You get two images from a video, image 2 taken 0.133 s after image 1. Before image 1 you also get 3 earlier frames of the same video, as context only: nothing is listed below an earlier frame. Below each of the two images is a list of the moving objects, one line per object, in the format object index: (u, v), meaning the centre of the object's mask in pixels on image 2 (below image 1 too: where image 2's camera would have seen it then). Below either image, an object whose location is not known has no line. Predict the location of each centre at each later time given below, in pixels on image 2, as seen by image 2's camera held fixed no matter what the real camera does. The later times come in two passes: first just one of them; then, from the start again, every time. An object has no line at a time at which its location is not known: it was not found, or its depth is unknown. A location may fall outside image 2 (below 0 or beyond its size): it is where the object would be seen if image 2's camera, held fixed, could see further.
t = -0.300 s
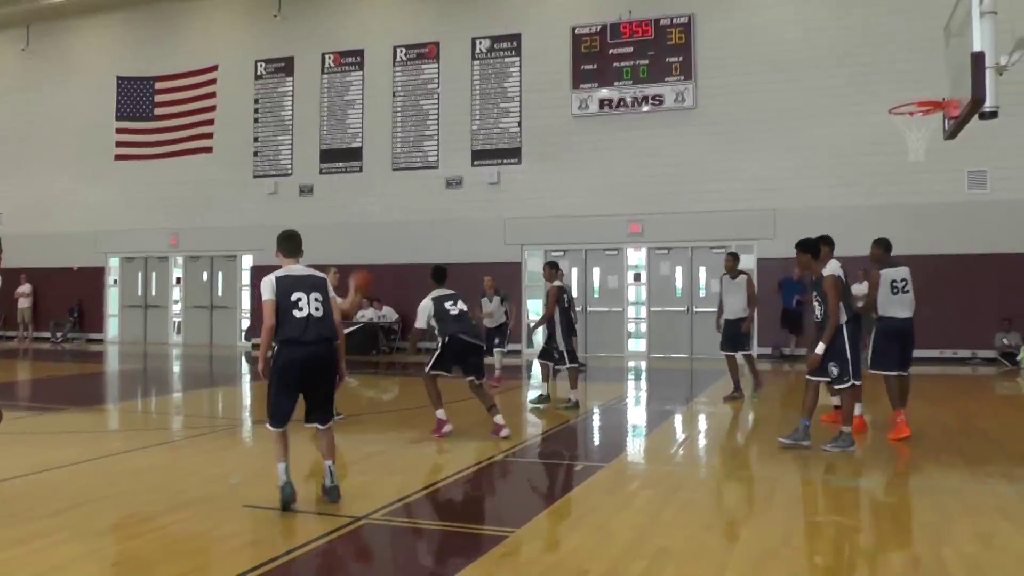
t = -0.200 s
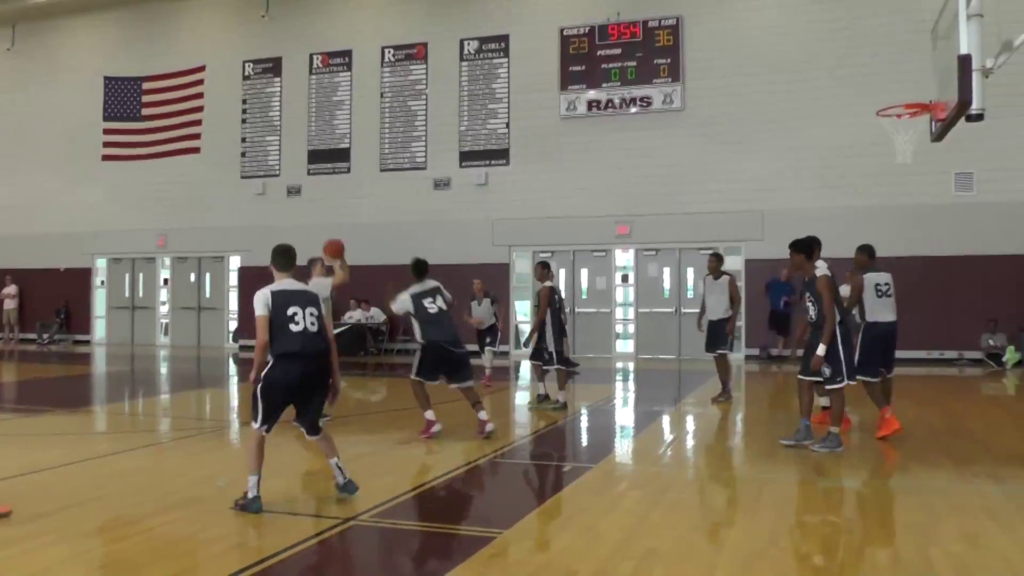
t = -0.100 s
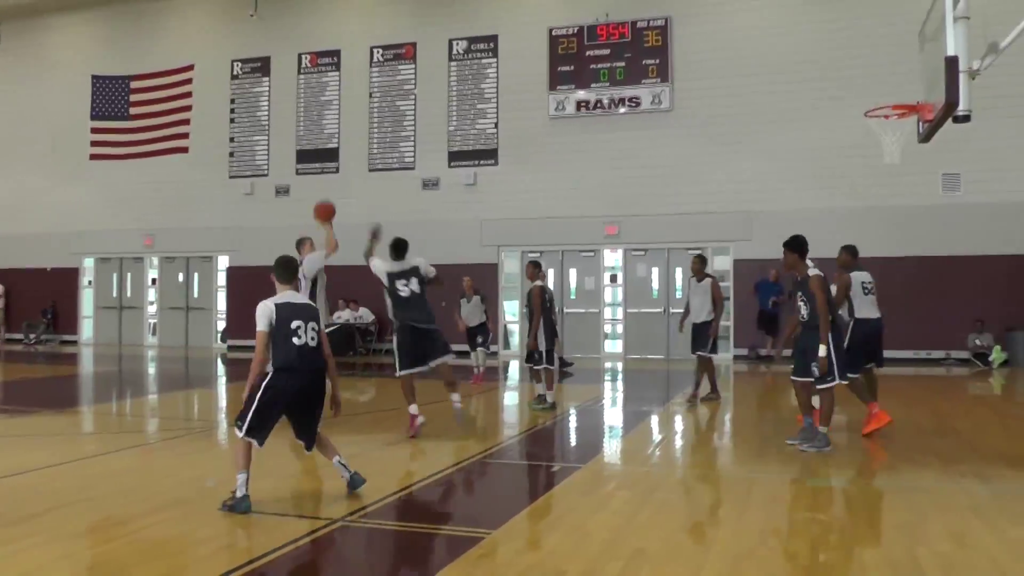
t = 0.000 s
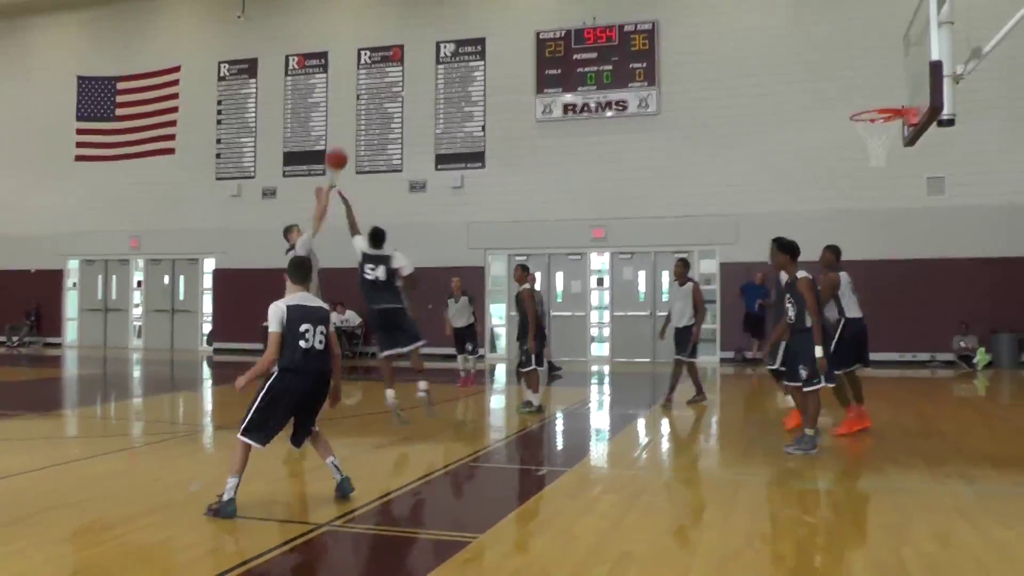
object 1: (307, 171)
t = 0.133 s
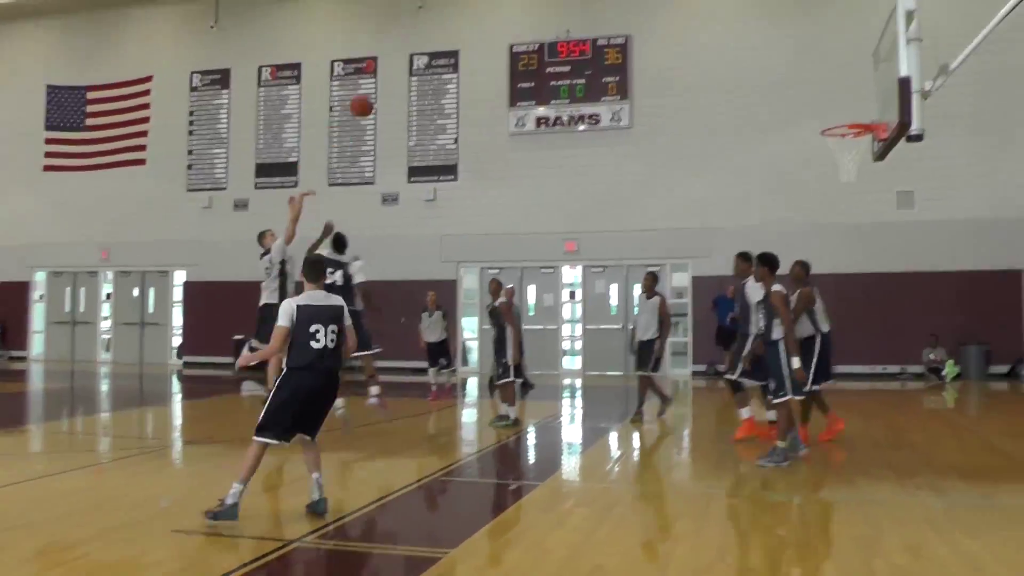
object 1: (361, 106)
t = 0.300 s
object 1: (426, 46)
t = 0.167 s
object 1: (375, 92)
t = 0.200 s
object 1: (388, 79)
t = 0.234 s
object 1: (401, 67)
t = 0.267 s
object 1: (413, 57)
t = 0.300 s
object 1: (426, 46)
